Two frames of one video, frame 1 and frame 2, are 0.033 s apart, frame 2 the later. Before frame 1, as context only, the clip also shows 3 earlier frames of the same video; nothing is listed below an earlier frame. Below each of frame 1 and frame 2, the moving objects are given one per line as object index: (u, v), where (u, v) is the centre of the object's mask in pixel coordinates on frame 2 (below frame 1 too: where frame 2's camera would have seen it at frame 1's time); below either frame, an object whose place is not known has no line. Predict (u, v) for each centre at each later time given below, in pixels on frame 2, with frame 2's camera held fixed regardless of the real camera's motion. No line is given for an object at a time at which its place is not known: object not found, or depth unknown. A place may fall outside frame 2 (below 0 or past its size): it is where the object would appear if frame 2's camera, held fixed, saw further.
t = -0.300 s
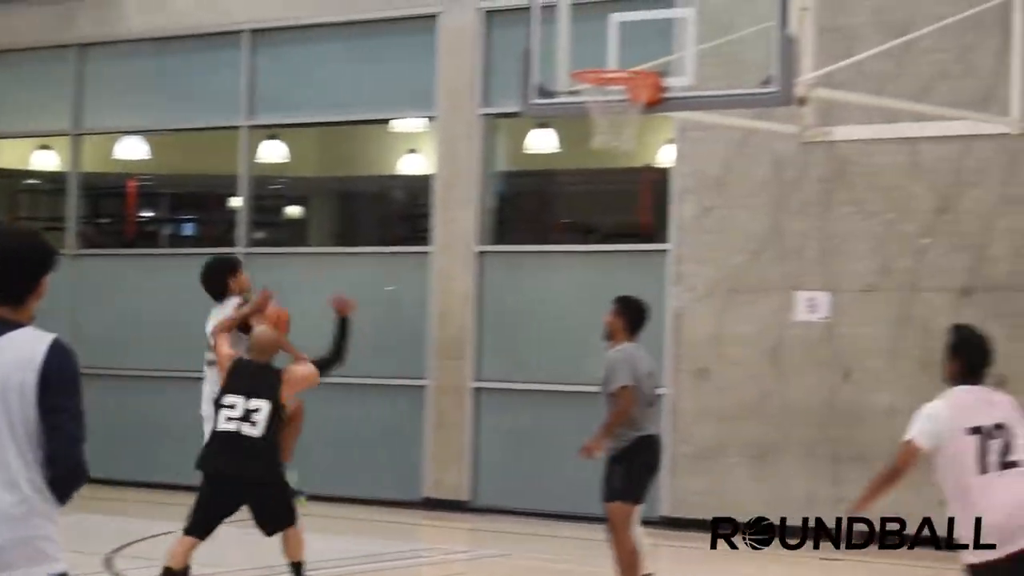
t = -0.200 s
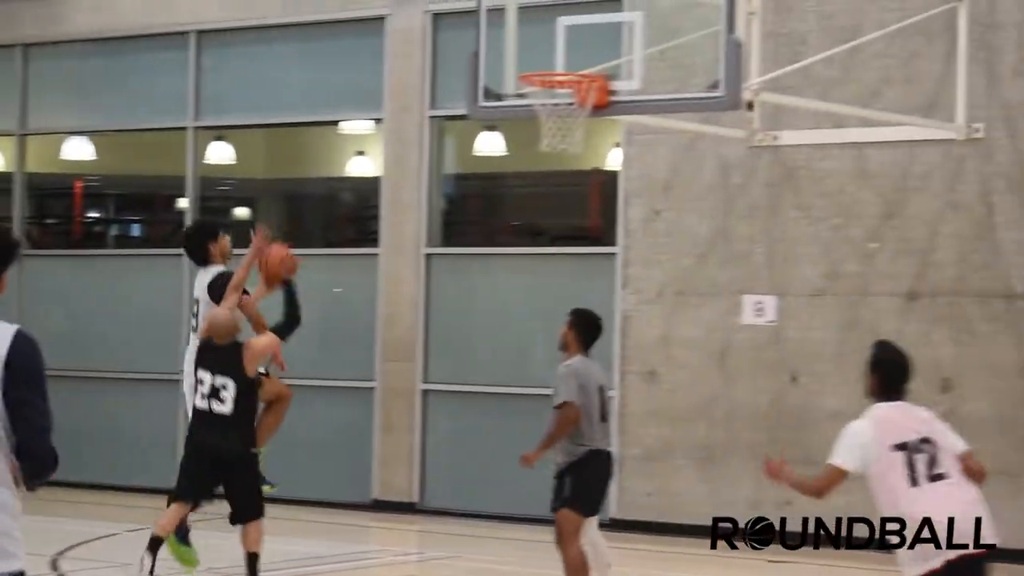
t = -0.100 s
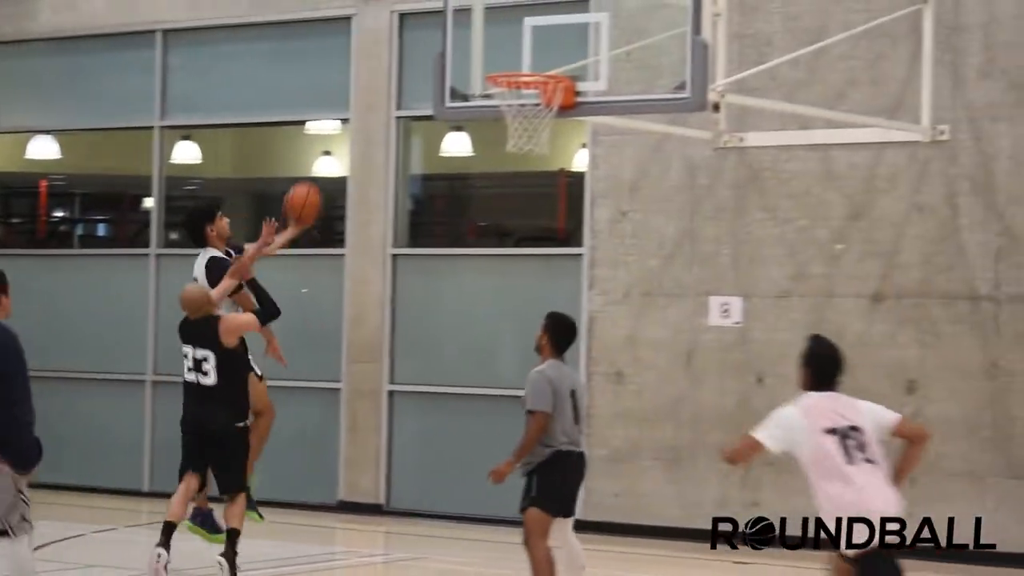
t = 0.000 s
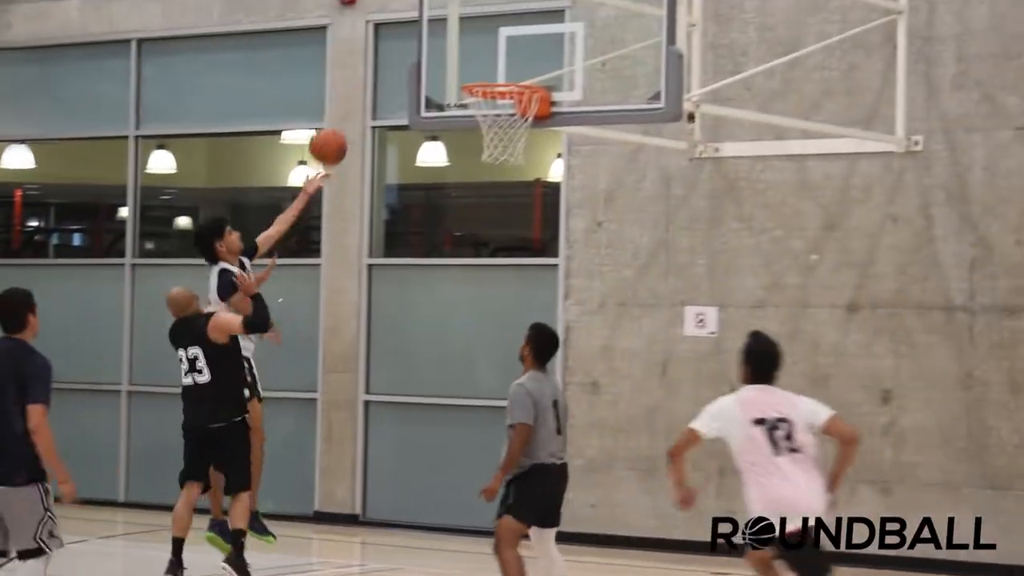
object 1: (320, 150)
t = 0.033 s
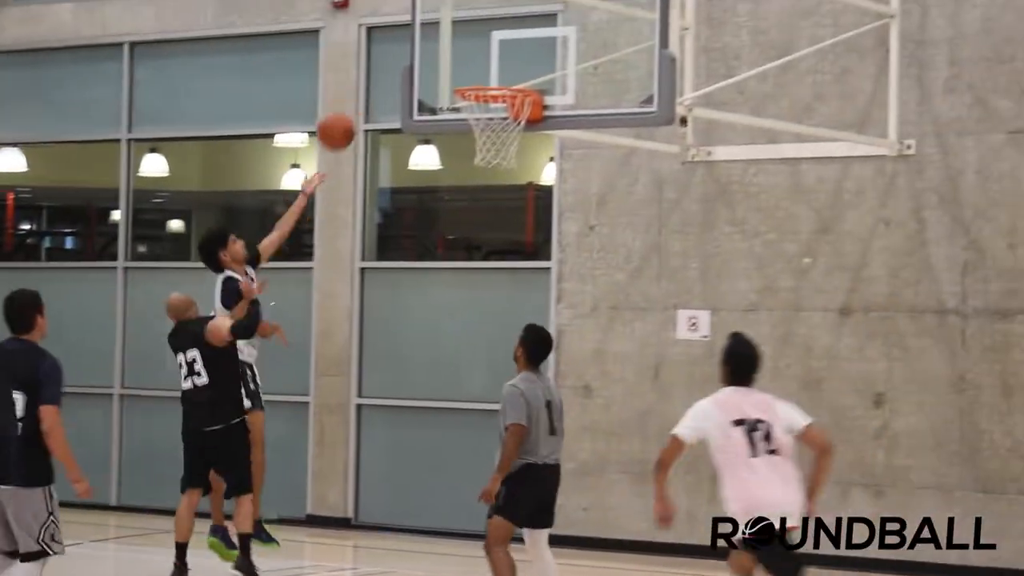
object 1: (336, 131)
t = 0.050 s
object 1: (344, 121)
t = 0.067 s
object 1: (351, 113)
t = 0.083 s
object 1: (359, 105)
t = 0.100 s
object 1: (367, 98)
